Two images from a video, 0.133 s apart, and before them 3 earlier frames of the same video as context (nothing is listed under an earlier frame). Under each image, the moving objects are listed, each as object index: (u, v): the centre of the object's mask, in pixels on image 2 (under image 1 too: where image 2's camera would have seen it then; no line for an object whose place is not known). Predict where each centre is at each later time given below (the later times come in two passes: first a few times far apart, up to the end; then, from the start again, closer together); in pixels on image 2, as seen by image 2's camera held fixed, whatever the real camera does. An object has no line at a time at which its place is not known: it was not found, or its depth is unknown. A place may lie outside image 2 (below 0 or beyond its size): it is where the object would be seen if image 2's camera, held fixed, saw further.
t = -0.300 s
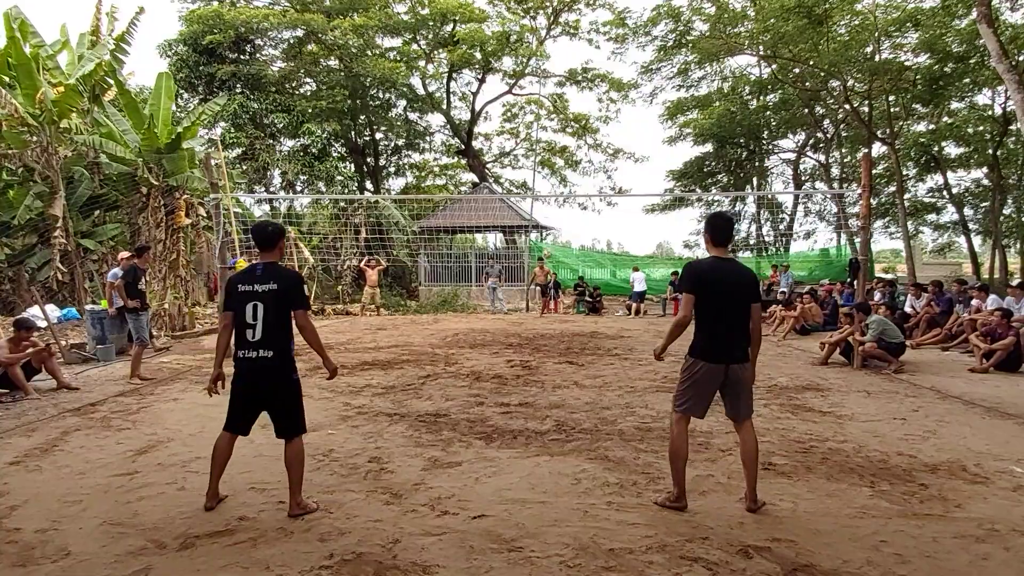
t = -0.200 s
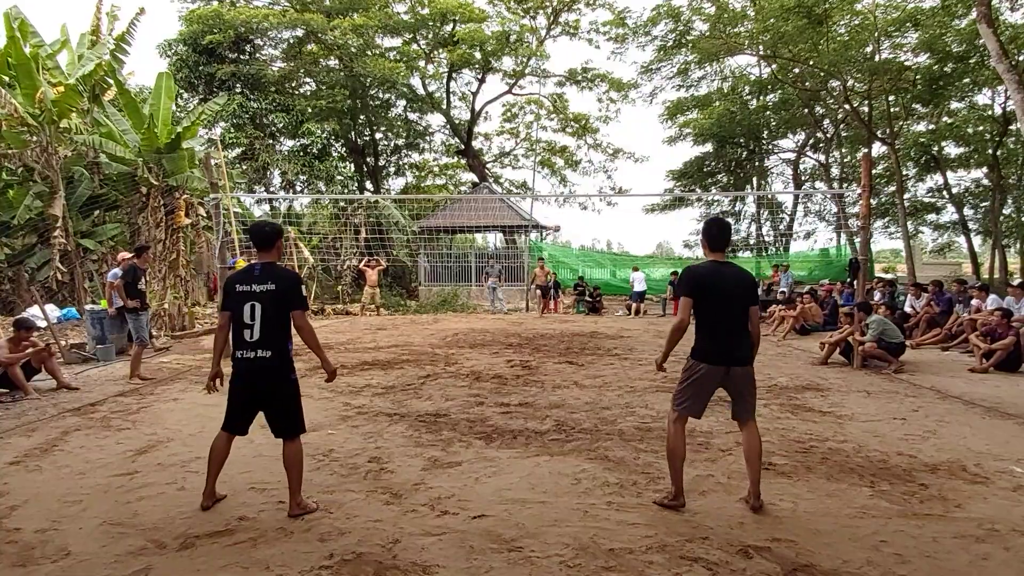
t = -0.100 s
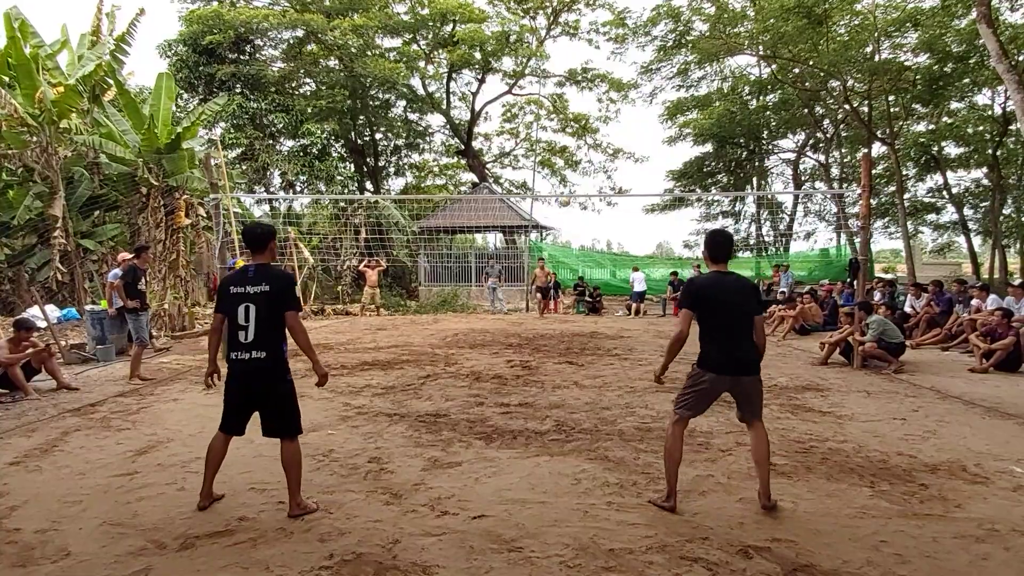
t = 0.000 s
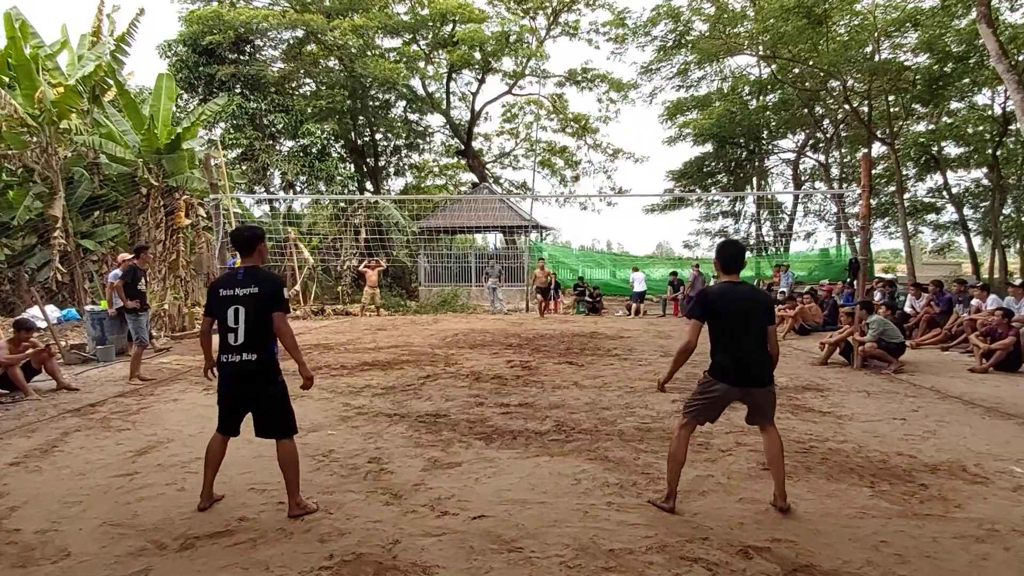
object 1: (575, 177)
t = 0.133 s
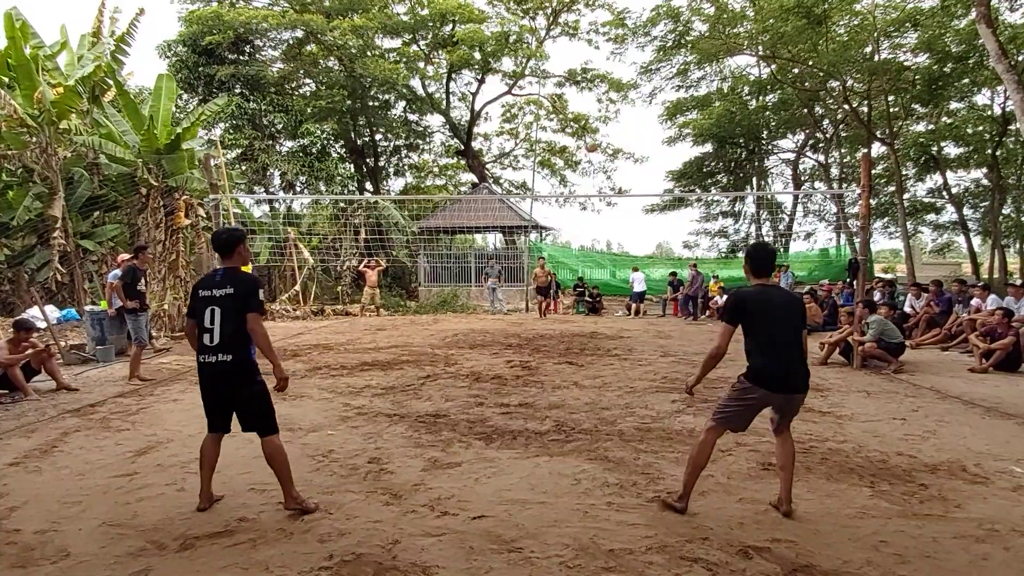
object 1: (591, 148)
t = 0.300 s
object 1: (616, 116)
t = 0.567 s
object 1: (675, 95)
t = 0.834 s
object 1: (793, 161)
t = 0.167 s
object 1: (595, 141)
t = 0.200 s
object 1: (600, 133)
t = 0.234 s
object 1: (604, 126)
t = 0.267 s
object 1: (610, 121)
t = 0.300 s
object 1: (616, 116)
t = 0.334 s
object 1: (622, 111)
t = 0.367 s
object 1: (629, 106)
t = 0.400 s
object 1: (635, 103)
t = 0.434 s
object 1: (643, 100)
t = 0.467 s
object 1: (649, 97)
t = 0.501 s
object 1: (657, 96)
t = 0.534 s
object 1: (666, 95)
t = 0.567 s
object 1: (675, 95)
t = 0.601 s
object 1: (686, 96)
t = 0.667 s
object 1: (709, 105)
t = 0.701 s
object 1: (722, 111)
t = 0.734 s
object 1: (737, 120)
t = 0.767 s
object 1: (754, 130)
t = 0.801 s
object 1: (772, 144)
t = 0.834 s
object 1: (793, 161)
